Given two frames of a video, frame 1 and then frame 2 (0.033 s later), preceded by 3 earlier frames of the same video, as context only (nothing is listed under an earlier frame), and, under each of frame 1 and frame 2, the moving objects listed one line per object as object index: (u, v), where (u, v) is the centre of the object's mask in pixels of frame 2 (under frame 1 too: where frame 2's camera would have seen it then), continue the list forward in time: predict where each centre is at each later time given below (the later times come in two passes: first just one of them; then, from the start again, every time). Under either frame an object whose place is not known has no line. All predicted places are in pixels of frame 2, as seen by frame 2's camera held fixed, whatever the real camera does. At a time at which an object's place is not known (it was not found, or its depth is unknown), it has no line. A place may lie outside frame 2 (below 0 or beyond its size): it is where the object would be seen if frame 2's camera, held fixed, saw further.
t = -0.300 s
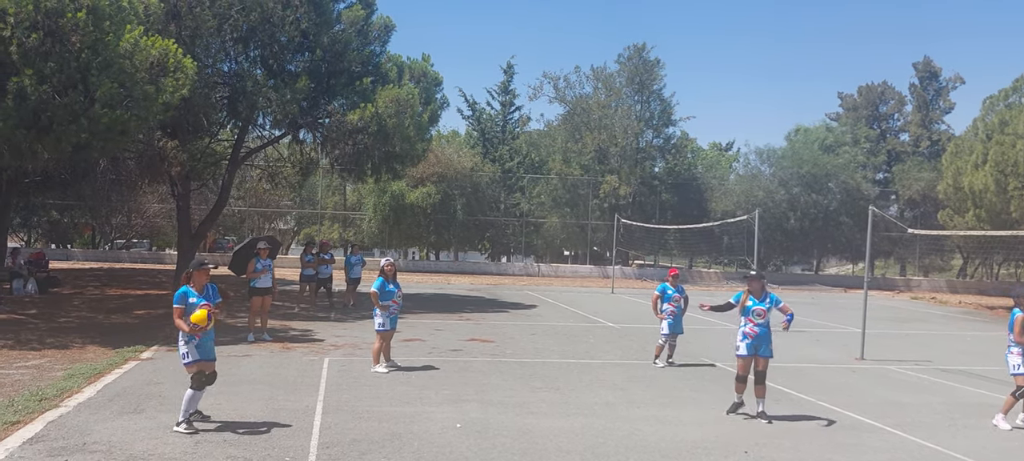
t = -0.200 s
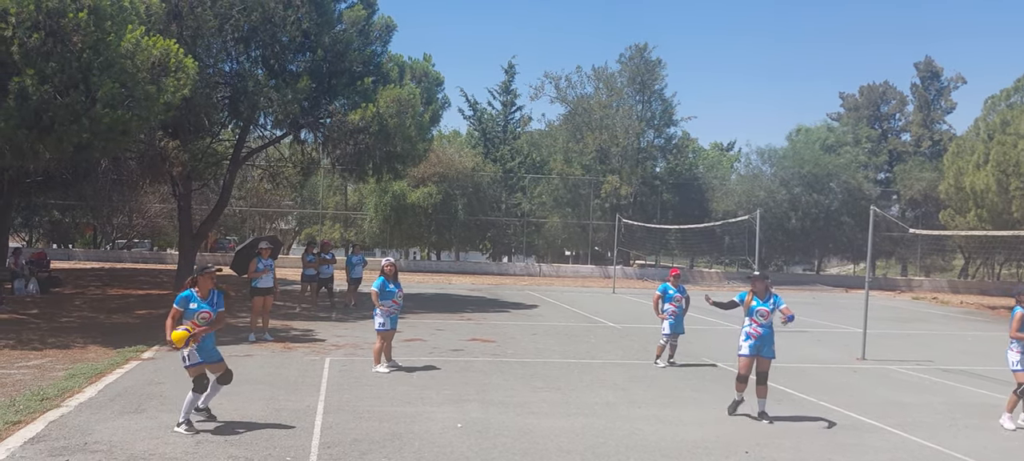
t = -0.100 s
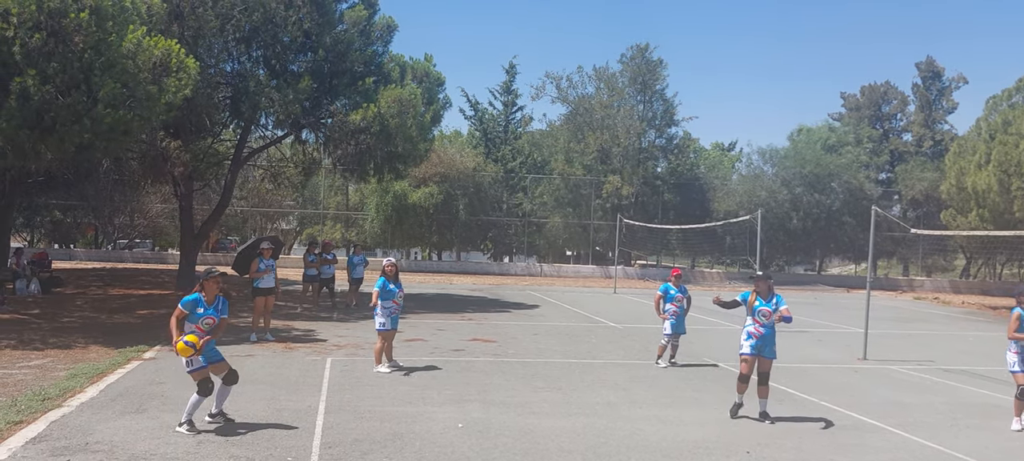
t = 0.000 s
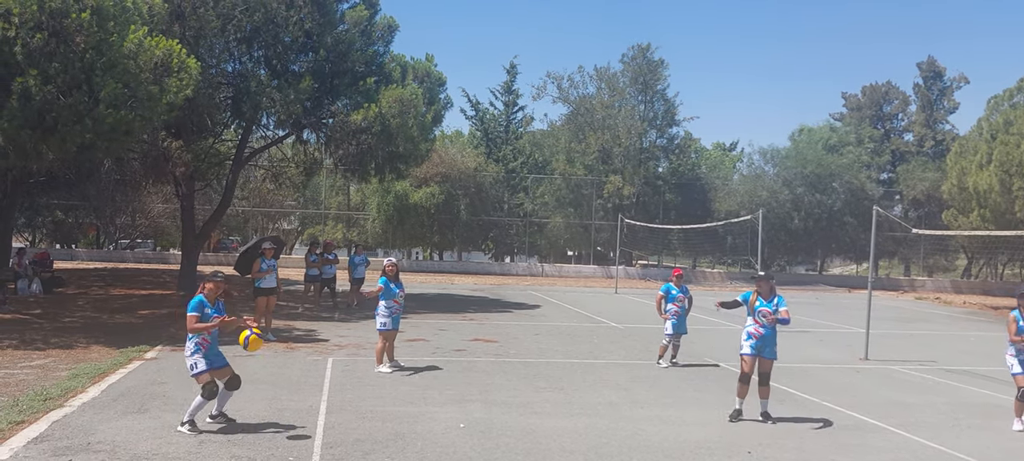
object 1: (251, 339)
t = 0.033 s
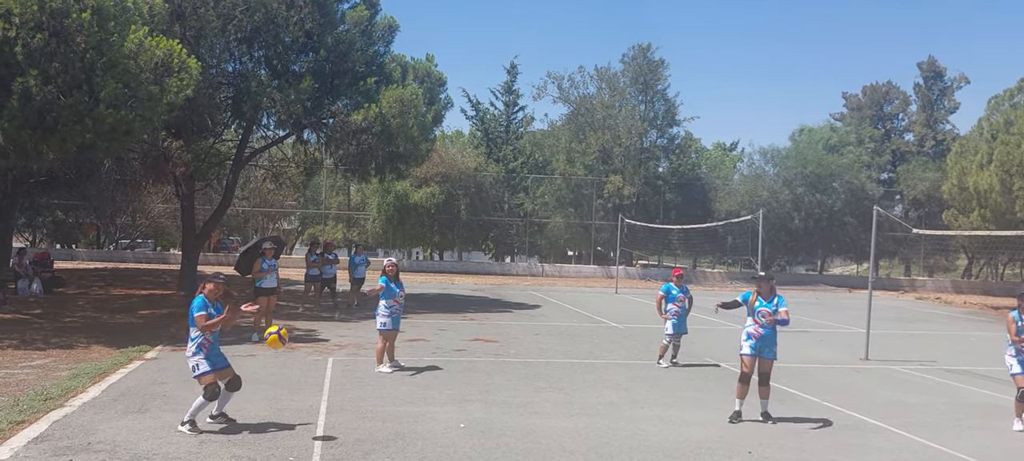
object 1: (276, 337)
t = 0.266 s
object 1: (445, 353)
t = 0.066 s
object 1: (300, 336)
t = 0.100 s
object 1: (325, 335)
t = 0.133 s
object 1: (349, 336)
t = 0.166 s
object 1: (372, 339)
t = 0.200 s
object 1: (398, 342)
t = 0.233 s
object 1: (421, 347)
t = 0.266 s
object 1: (445, 353)
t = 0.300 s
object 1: (468, 361)
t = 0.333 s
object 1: (491, 370)
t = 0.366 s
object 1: (514, 379)
